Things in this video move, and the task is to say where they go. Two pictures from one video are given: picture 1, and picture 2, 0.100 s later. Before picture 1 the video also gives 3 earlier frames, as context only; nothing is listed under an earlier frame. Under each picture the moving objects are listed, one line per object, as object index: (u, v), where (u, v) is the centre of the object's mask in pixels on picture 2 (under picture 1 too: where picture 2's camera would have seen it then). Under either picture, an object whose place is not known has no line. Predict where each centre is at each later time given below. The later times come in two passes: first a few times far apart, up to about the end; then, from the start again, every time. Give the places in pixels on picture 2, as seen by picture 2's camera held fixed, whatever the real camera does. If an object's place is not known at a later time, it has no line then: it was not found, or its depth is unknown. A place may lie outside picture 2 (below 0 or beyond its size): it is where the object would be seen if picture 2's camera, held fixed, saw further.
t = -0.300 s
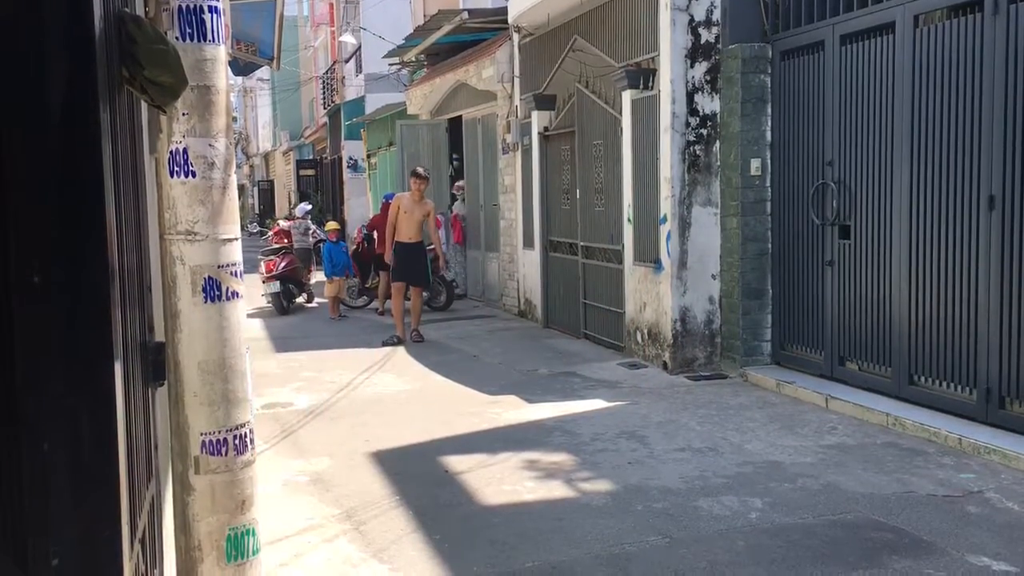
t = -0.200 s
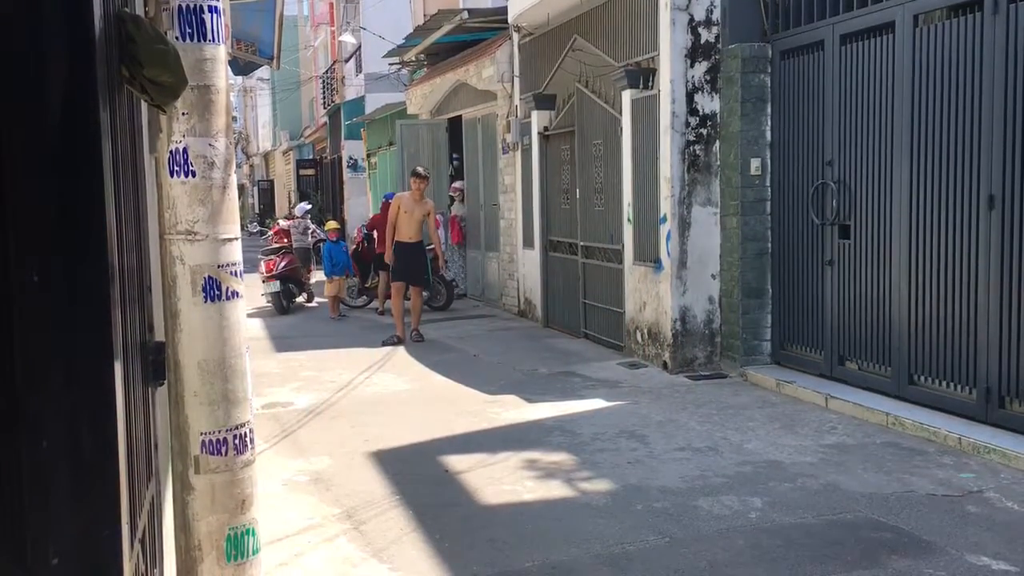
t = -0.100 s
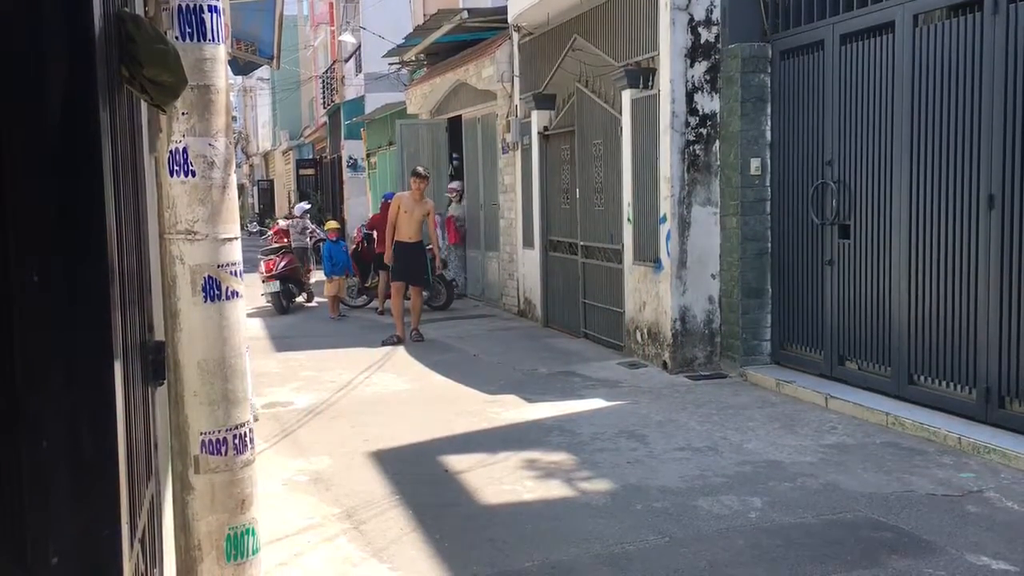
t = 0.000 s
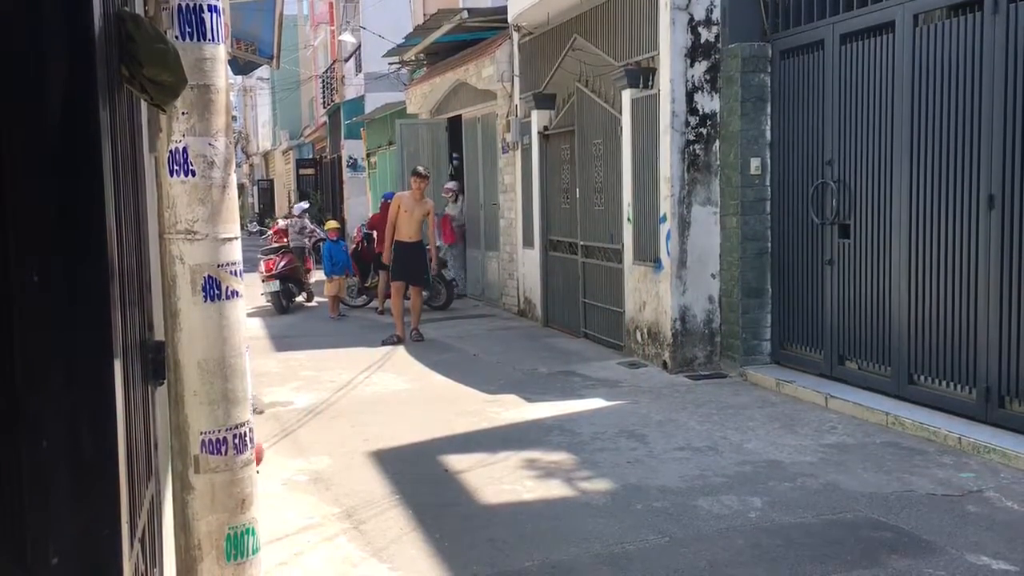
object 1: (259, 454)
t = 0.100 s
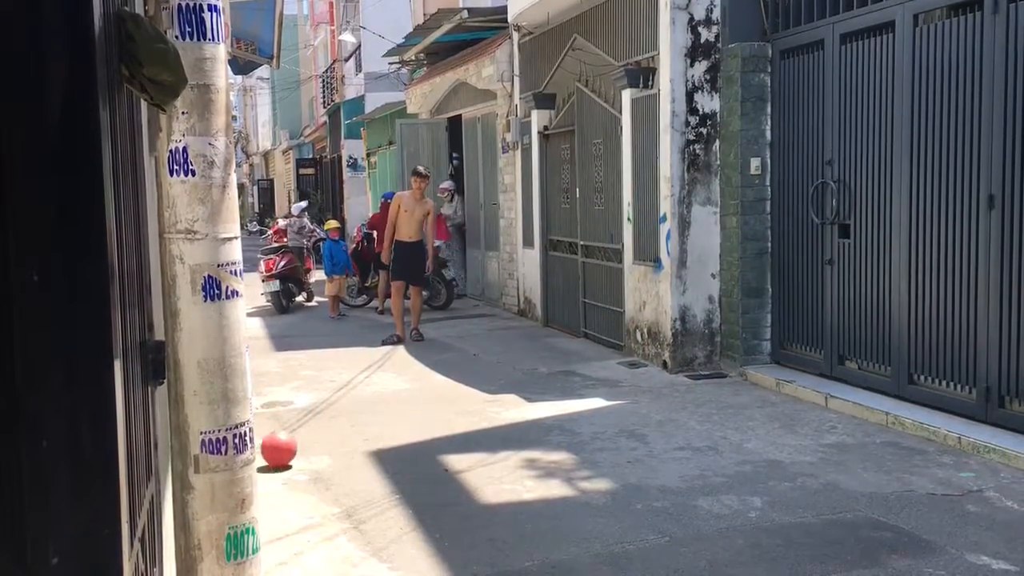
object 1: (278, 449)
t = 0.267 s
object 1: (333, 442)
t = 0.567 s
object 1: (418, 429)
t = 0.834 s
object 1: (482, 419)
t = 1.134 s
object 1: (545, 410)
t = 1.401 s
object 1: (592, 402)
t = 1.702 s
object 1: (638, 393)
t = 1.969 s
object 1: (670, 386)
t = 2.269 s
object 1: (701, 378)
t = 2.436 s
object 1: (714, 374)
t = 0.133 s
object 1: (289, 448)
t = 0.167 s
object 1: (300, 448)
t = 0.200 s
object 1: (312, 445)
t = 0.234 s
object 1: (323, 445)
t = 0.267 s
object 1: (333, 442)
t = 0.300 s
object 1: (344, 442)
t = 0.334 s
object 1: (354, 439)
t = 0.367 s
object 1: (364, 438)
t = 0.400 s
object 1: (373, 437)
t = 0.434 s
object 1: (382, 435)
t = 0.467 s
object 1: (391, 434)
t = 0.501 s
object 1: (400, 432)
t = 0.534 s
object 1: (409, 431)
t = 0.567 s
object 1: (418, 429)
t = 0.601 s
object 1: (427, 428)
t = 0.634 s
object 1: (436, 427)
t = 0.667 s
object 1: (444, 425)
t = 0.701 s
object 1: (452, 424)
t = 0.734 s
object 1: (460, 423)
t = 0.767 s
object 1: (467, 422)
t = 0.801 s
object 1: (475, 420)
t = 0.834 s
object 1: (482, 419)
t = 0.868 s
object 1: (490, 418)
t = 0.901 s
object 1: (497, 417)
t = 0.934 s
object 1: (504, 415)
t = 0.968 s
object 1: (511, 415)
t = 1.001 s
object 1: (519, 413)
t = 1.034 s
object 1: (525, 413)
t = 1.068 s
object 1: (532, 412)
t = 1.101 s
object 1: (538, 412)
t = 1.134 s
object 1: (545, 410)
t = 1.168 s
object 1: (551, 409)
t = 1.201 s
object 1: (557, 408)
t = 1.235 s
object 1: (563, 407)
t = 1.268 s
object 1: (569, 406)
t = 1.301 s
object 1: (575, 405)
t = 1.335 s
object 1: (581, 404)
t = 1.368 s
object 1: (586, 403)
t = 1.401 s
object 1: (592, 402)
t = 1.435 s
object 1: (598, 402)
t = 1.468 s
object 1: (603, 401)
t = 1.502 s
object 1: (608, 401)
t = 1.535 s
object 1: (614, 400)
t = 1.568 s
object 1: (619, 398)
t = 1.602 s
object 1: (624, 397)
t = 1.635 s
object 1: (629, 396)
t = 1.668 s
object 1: (633, 395)
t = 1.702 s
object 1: (638, 393)
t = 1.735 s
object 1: (642, 393)
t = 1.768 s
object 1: (646, 392)
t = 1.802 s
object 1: (651, 391)
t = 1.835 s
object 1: (655, 389)
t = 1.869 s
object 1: (659, 389)
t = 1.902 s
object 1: (663, 387)
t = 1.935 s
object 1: (666, 386)
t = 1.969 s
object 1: (670, 386)
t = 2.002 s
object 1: (674, 385)
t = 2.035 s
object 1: (677, 385)
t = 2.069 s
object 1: (680, 384)
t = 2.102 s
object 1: (684, 383)
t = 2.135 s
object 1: (687, 382)
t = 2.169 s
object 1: (690, 381)
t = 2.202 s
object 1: (695, 380)
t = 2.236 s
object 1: (698, 379)
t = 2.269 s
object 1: (701, 378)
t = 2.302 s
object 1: (703, 378)
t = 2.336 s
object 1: (706, 377)
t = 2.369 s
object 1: (710, 375)
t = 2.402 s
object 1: (712, 375)
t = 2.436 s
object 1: (714, 374)
